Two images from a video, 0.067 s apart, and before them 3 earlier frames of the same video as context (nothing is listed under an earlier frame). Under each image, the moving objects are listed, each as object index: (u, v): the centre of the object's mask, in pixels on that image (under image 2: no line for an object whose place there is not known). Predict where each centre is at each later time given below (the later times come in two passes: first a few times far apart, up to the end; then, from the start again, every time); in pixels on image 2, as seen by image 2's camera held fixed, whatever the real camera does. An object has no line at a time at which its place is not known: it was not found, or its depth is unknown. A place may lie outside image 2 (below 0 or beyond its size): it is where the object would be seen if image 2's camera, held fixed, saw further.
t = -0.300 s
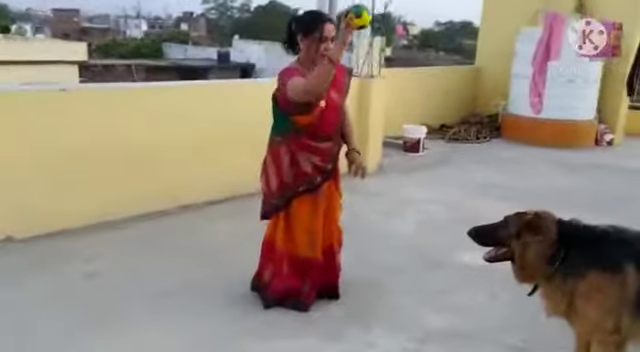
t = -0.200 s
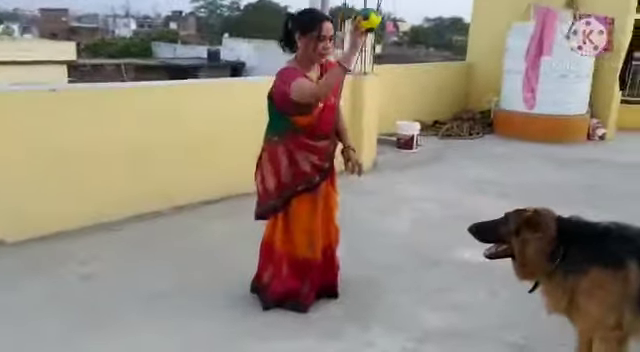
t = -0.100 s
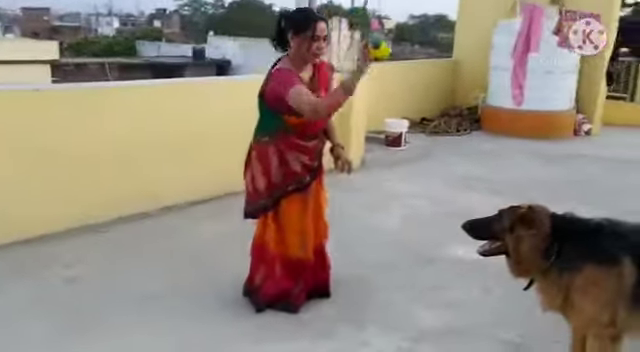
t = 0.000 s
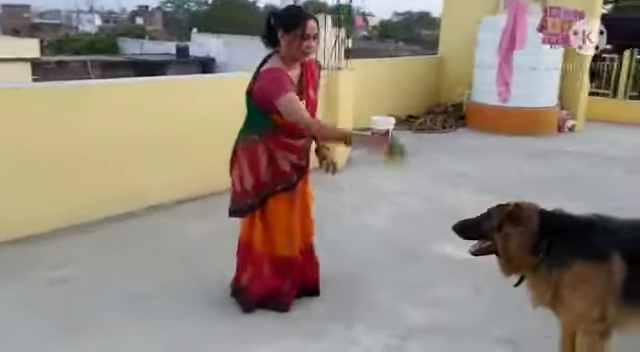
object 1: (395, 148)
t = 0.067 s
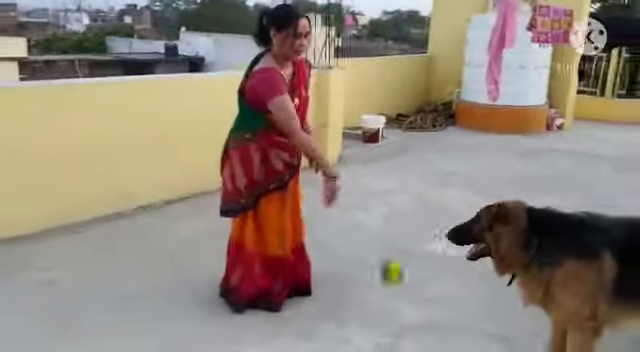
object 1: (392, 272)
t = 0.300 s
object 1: (416, 170)
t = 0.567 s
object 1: (445, 64)
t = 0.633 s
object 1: (447, 61)
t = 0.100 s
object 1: (393, 331)
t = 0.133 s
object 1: (397, 304)
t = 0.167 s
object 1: (401, 275)
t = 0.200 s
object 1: (402, 246)
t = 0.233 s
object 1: (409, 218)
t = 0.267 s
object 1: (413, 193)
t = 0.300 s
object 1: (416, 170)
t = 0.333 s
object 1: (421, 149)
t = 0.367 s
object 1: (427, 130)
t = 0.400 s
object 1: (430, 112)
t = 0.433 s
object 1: (434, 97)
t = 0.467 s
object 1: (437, 87)
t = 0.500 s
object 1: (440, 76)
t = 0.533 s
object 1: (443, 69)
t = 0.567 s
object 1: (445, 64)
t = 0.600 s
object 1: (446, 61)
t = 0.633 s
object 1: (447, 61)
